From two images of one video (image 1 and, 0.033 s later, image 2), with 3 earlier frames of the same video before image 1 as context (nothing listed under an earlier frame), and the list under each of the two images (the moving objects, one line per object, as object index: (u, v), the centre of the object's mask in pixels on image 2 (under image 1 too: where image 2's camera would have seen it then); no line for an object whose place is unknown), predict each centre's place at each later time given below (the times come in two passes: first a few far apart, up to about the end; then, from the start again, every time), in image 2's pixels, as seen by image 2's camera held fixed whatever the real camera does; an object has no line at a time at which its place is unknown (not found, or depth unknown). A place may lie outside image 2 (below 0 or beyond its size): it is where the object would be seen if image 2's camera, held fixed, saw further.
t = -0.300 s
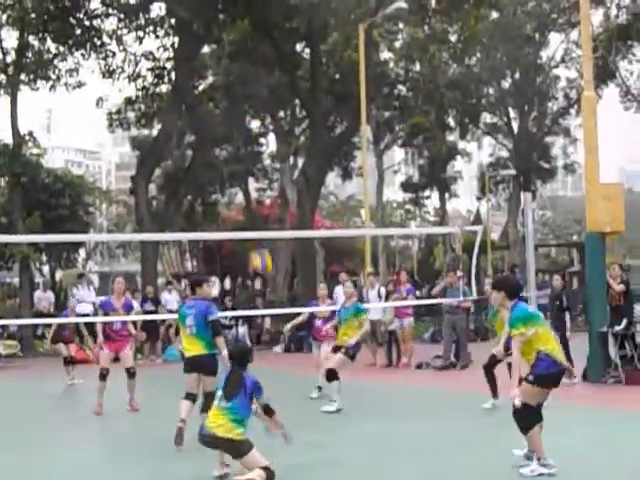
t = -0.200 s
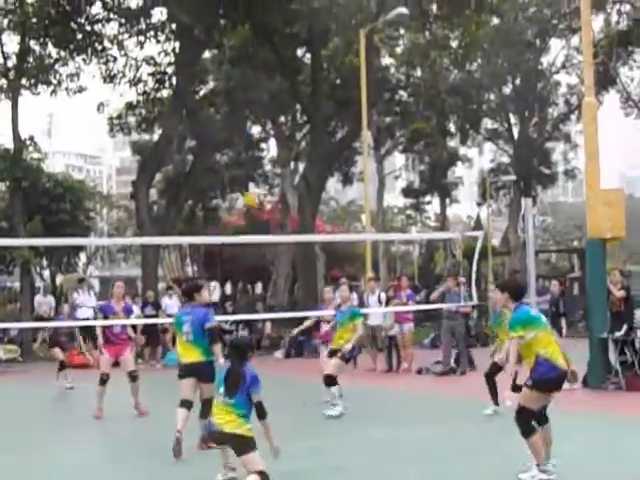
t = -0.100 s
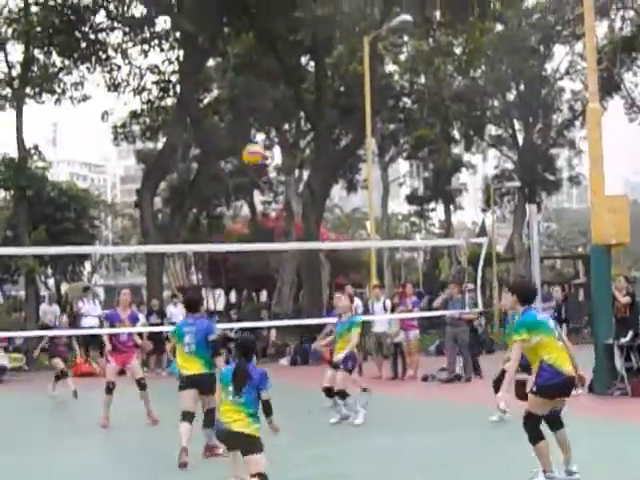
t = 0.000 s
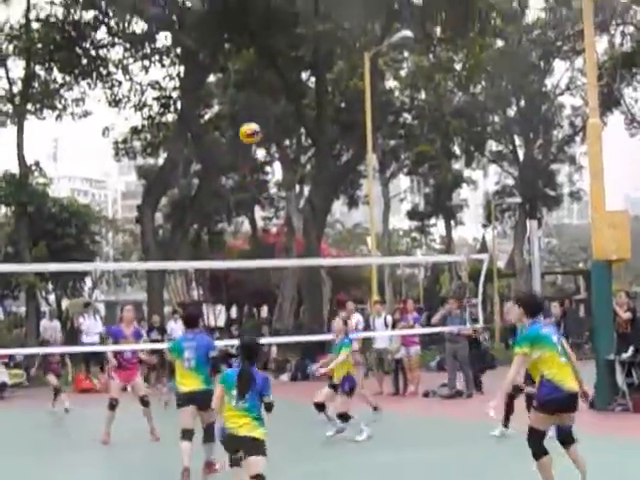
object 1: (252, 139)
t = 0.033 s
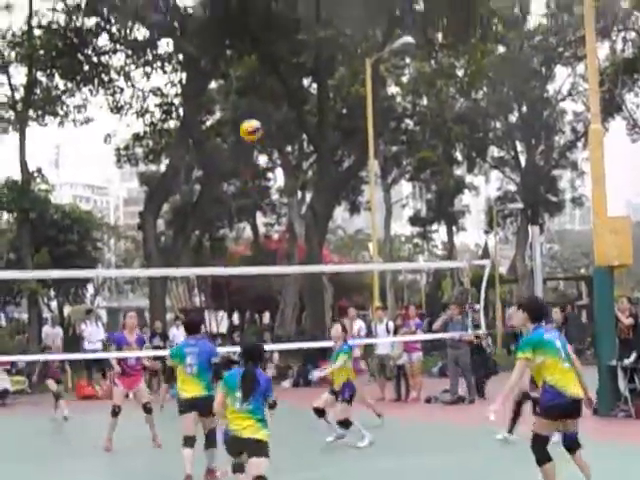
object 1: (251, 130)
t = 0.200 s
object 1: (245, 101)
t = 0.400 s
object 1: (239, 102)
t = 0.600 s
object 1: (234, 135)
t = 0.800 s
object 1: (231, 202)
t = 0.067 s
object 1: (249, 122)
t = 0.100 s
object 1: (248, 115)
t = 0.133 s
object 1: (247, 109)
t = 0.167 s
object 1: (245, 104)
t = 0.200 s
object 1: (245, 101)
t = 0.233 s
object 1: (243, 99)
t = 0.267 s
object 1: (243, 97)
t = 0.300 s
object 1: (241, 97)
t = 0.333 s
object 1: (241, 98)
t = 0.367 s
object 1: (240, 100)
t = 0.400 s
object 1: (239, 102)
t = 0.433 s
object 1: (238, 106)
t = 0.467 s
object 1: (237, 110)
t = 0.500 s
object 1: (237, 116)
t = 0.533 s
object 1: (236, 123)
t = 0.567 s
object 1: (235, 128)
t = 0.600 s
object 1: (234, 135)
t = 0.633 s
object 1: (234, 145)
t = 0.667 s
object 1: (234, 153)
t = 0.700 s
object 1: (233, 165)
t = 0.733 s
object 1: (232, 176)
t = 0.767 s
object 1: (232, 188)
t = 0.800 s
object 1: (231, 202)
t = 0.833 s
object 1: (229, 215)
